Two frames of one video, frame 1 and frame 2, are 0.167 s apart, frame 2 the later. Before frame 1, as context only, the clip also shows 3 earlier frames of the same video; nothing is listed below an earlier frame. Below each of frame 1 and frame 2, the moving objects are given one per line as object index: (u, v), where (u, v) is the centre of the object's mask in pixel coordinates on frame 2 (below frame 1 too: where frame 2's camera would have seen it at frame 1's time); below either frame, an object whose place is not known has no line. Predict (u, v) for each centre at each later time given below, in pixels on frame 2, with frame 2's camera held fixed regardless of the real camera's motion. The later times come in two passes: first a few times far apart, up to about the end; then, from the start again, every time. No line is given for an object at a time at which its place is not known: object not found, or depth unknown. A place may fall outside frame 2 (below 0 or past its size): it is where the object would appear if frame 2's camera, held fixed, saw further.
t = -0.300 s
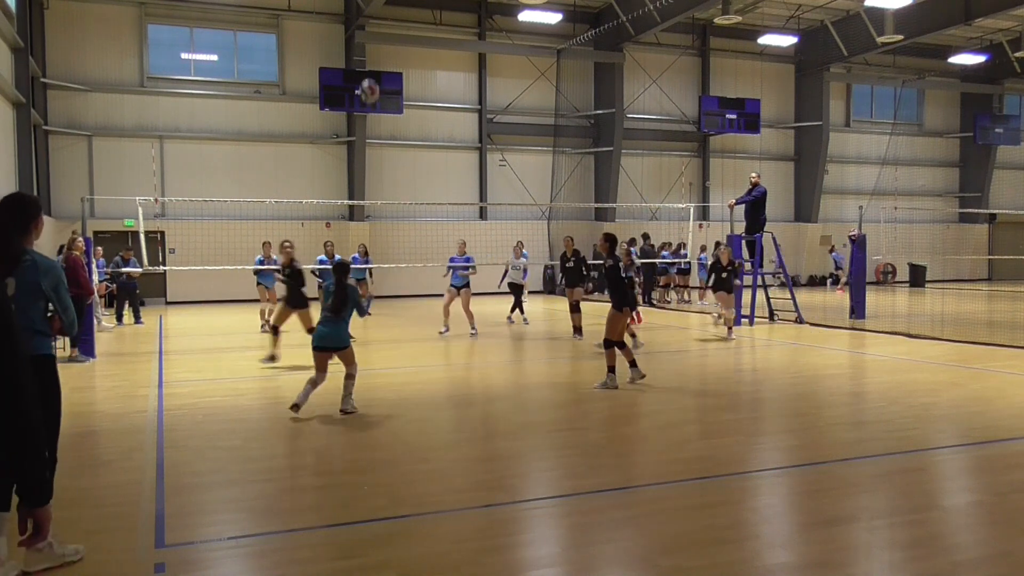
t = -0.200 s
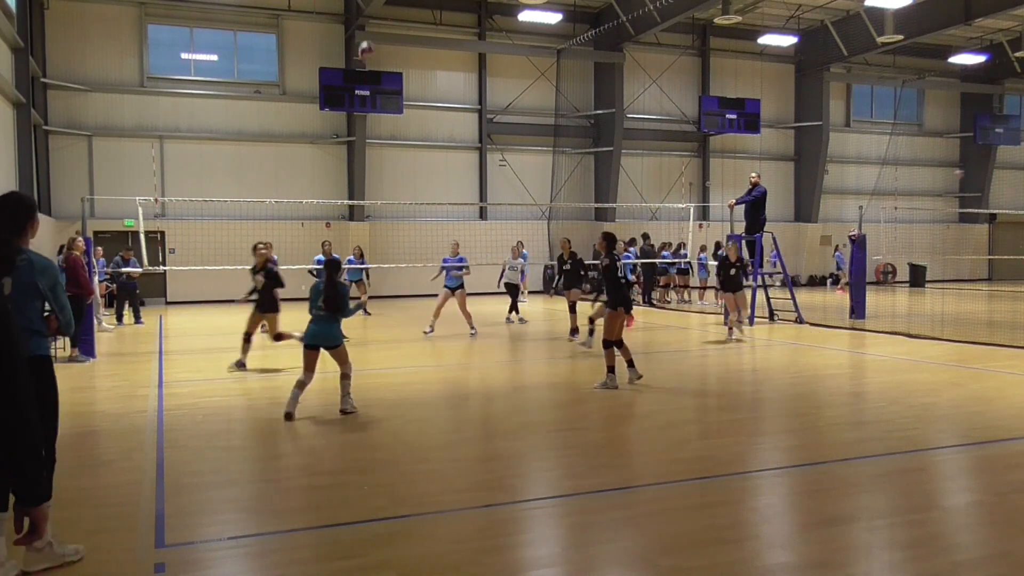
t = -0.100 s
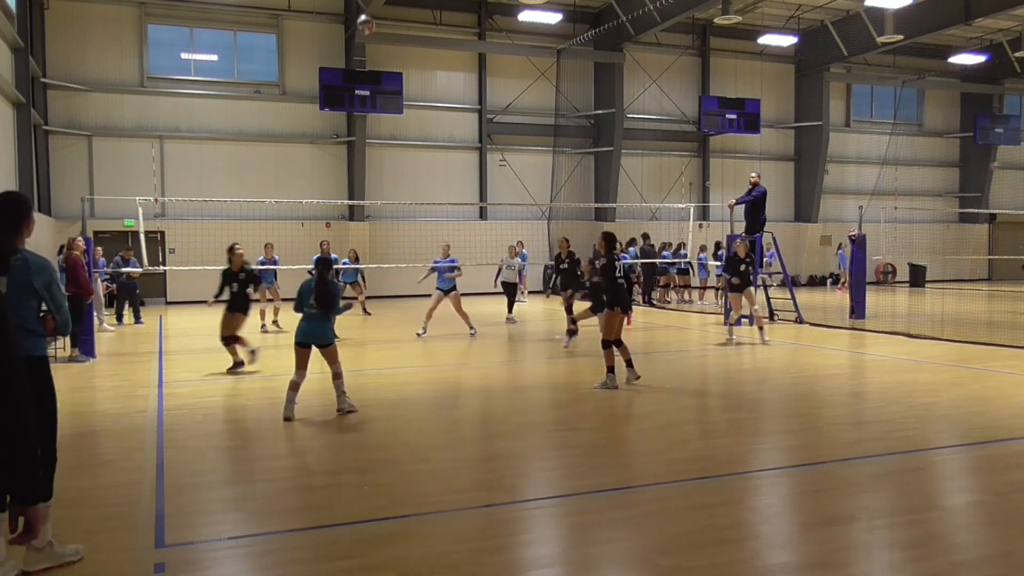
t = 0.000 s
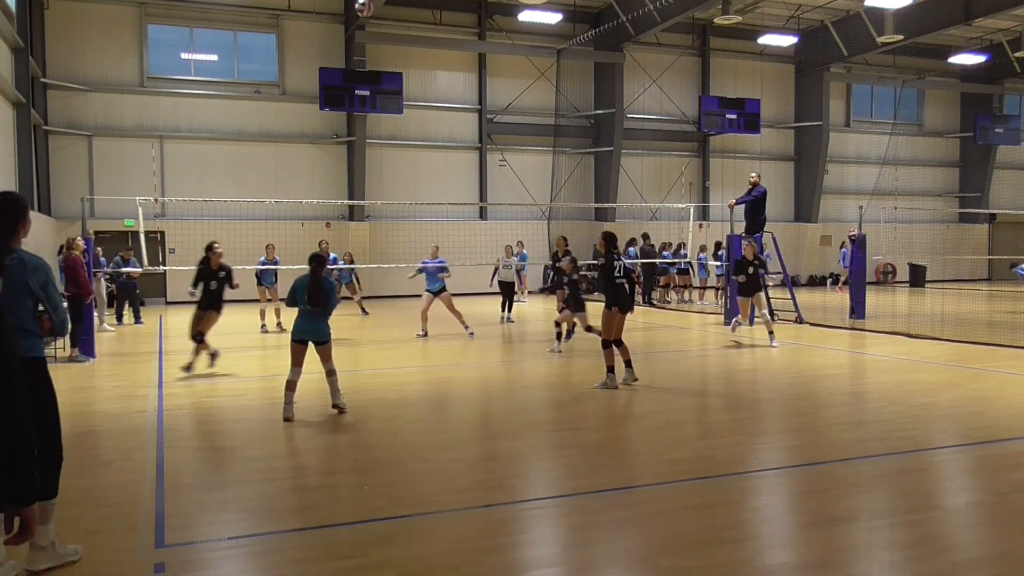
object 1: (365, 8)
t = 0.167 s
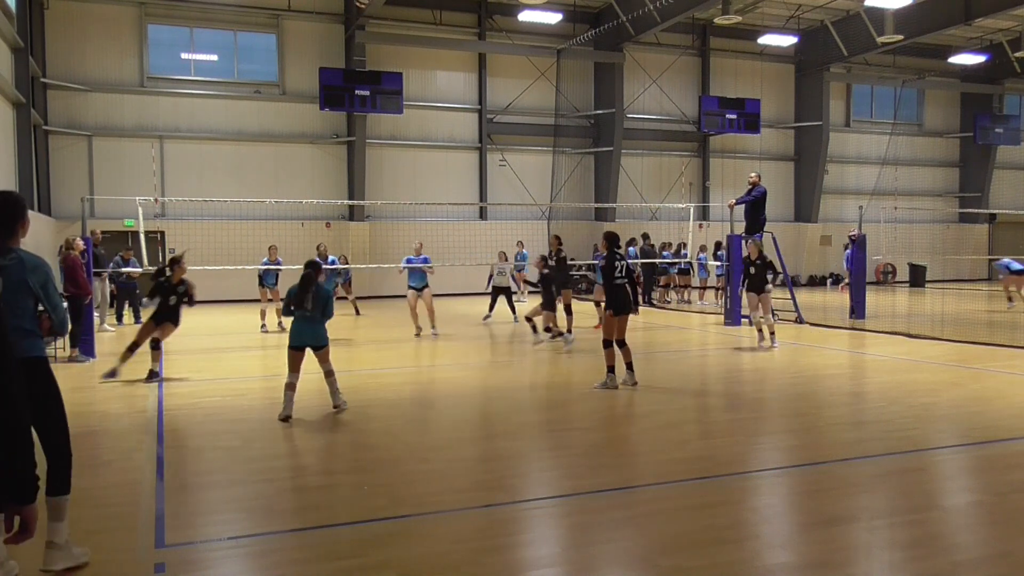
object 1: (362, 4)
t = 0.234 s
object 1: (361, 4)
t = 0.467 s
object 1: (358, 30)
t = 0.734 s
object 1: (356, 101)
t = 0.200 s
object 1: (362, 4)
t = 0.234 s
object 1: (361, 4)
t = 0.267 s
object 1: (361, 5)
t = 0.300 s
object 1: (361, 7)
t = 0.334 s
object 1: (359, 9)
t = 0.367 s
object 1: (359, 13)
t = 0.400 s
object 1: (359, 18)
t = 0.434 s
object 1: (359, 24)
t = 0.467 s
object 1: (358, 30)
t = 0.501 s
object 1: (358, 37)
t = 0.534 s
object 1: (358, 45)
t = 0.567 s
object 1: (358, 53)
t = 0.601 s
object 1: (357, 61)
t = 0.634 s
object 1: (357, 70)
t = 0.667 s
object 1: (357, 80)
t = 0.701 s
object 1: (357, 90)
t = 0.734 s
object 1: (356, 101)
